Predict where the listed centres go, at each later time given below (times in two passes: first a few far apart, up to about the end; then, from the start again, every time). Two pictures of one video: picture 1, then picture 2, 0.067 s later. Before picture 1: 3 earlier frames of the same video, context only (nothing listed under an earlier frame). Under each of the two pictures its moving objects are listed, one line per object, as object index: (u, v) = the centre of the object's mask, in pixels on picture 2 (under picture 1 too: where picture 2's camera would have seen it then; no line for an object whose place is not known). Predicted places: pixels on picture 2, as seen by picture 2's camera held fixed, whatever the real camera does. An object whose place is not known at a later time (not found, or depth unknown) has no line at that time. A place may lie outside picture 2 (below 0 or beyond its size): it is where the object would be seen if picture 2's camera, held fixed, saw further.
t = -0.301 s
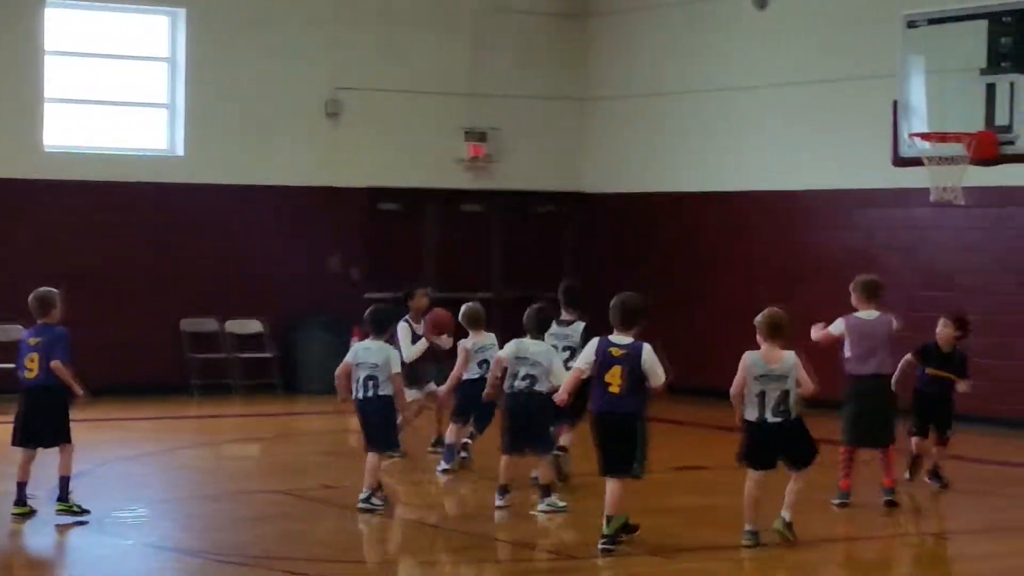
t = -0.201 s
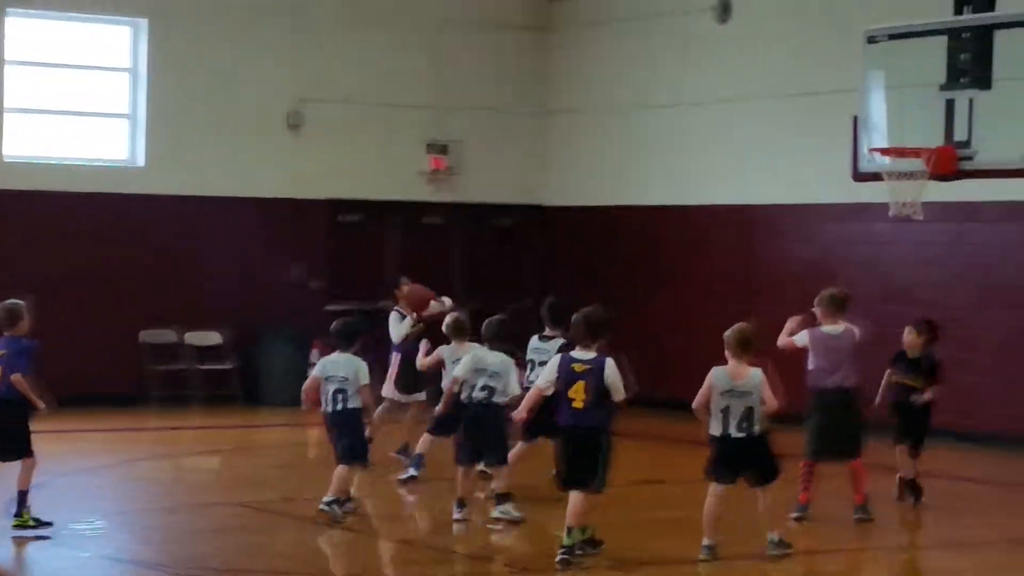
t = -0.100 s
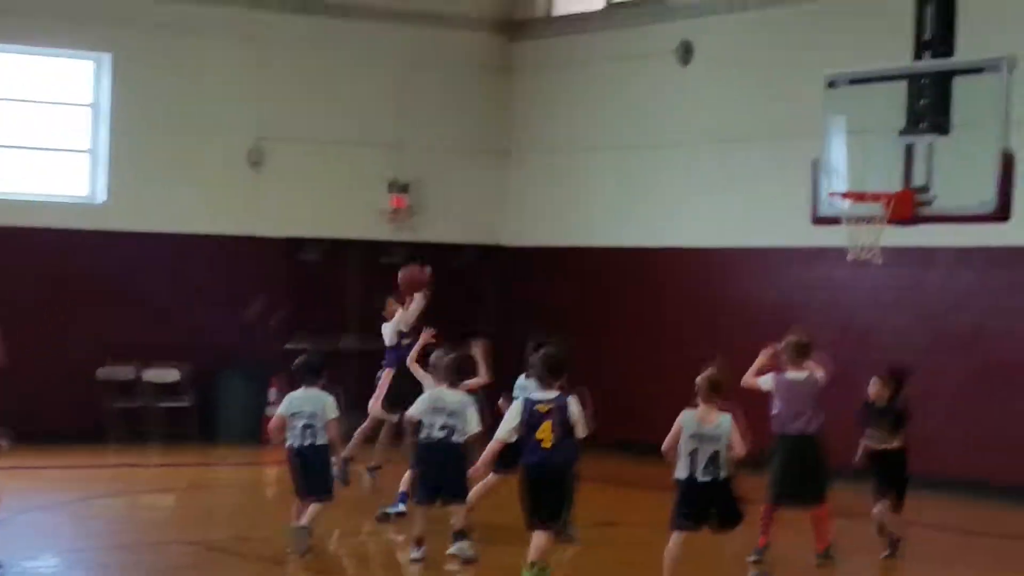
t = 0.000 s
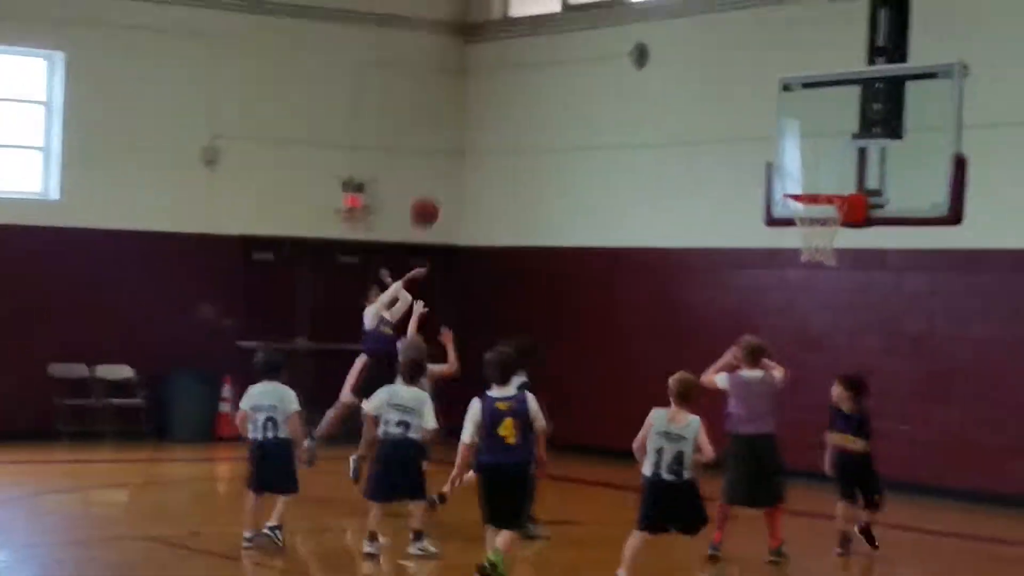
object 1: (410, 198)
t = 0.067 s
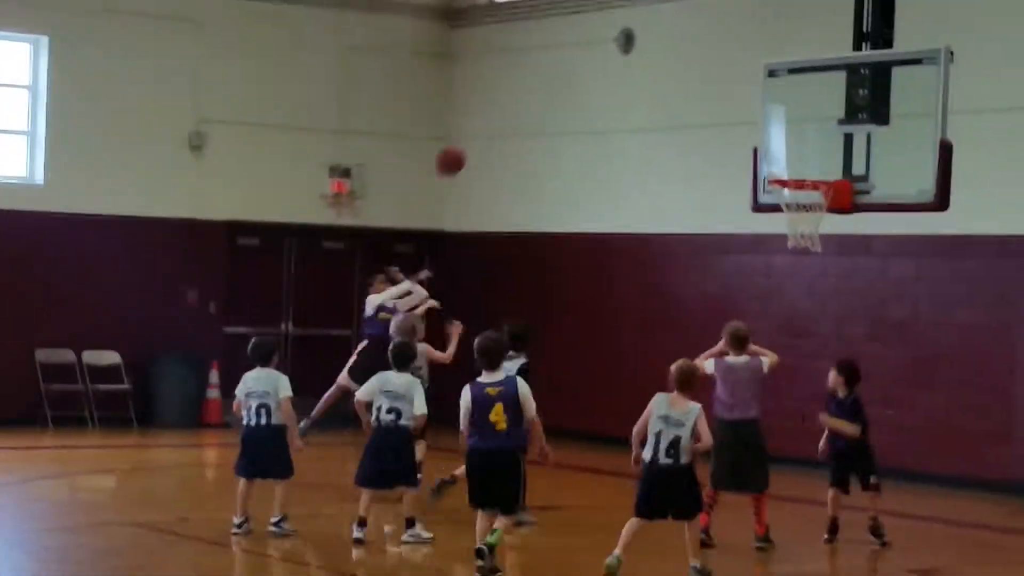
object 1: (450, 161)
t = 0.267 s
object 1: (568, 82)
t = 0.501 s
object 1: (709, 52)
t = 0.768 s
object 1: (843, 105)
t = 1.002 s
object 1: (846, 218)
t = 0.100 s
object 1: (470, 145)
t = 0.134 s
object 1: (490, 130)
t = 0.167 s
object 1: (509, 116)
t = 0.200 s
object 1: (529, 103)
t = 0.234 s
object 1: (549, 92)
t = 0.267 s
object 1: (568, 82)
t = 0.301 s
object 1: (588, 73)
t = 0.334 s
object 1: (608, 66)
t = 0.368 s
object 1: (629, 61)
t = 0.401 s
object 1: (649, 56)
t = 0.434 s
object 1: (669, 54)
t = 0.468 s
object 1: (689, 52)
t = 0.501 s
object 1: (709, 52)
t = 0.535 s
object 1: (729, 54)
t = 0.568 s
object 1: (750, 57)
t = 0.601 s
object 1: (771, 62)
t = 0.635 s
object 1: (791, 68)
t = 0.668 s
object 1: (812, 77)
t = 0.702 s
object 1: (833, 86)
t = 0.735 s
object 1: (843, 96)
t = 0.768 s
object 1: (843, 105)
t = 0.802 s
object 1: (845, 114)
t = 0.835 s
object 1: (845, 126)
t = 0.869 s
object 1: (845, 139)
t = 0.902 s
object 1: (846, 156)
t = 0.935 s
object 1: (846, 174)
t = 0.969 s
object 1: (845, 193)
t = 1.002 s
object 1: (846, 218)
